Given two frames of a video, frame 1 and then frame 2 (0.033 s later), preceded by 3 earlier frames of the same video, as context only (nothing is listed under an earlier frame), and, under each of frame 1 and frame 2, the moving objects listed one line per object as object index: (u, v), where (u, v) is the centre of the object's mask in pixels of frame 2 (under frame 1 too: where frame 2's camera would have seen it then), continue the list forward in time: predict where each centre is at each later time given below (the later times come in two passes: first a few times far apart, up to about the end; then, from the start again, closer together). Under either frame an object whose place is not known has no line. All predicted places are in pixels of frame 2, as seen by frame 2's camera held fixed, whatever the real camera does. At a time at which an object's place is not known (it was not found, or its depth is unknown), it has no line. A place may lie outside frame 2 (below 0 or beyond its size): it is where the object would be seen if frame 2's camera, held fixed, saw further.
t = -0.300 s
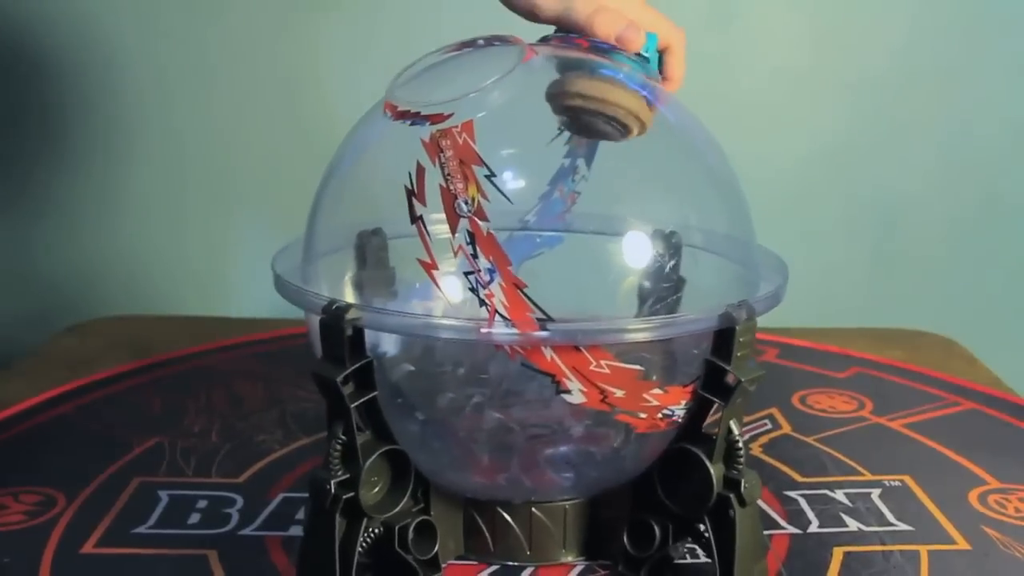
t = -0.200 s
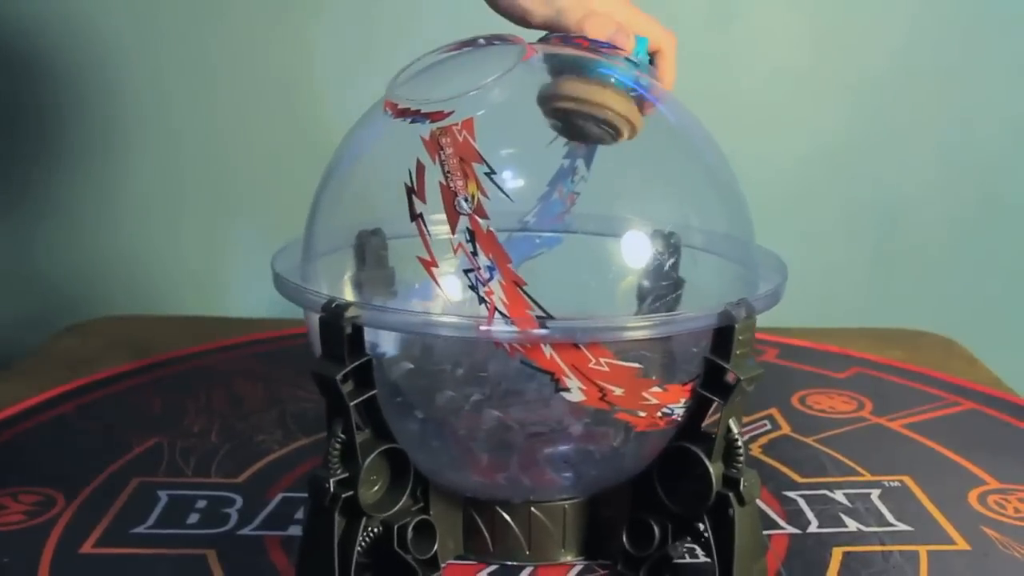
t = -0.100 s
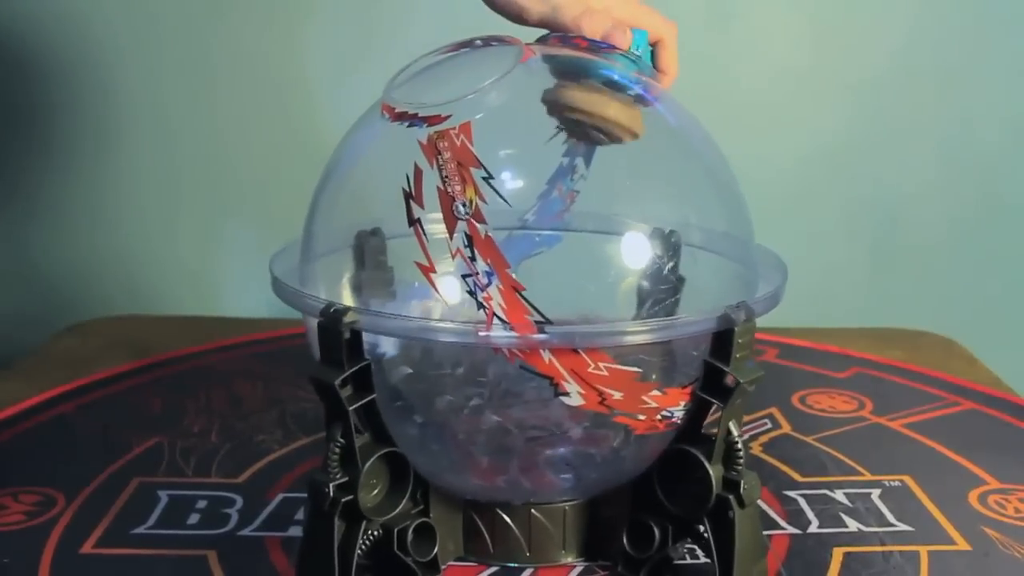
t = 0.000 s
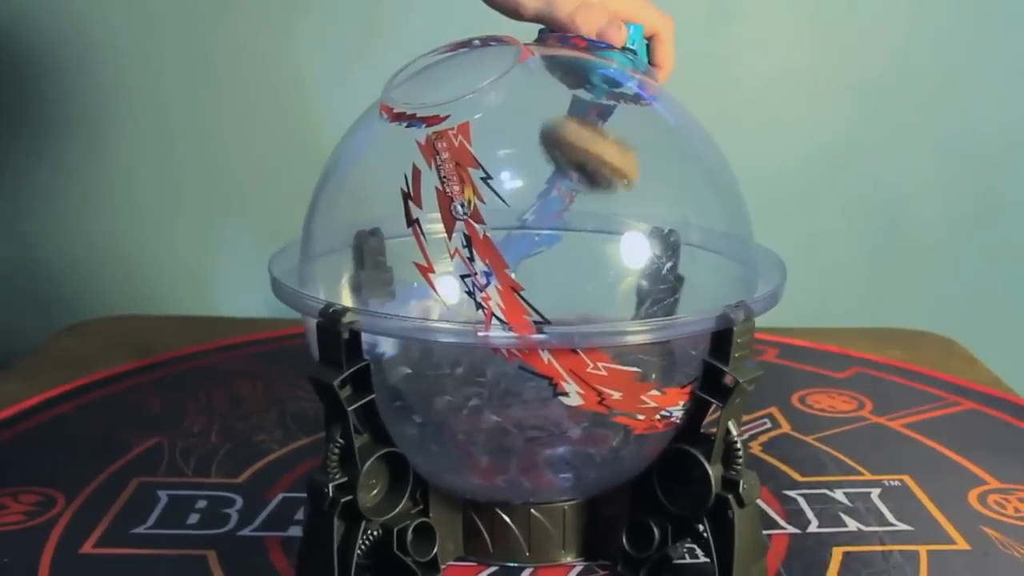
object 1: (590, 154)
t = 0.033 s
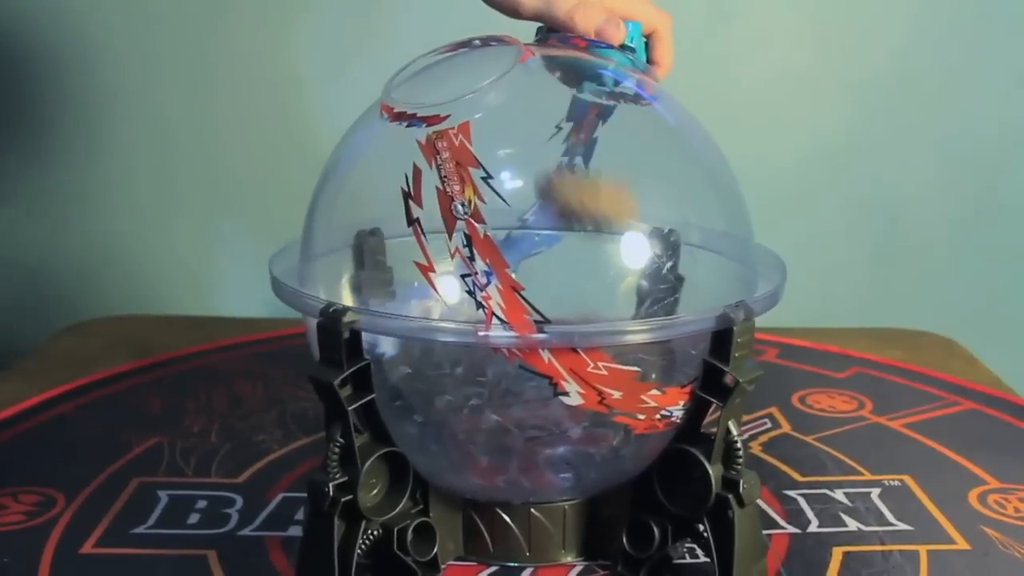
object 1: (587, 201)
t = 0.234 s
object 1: (479, 460)
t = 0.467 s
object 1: (526, 427)
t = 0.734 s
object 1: (416, 418)
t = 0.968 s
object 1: (441, 426)
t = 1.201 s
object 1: (442, 426)
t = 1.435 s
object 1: (442, 426)
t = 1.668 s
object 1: (442, 427)
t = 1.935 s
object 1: (442, 427)
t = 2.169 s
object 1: (442, 427)
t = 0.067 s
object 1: (586, 262)
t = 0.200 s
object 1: (512, 428)
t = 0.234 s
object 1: (479, 460)
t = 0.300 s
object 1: (493, 442)
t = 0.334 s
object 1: (507, 442)
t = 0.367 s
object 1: (521, 446)
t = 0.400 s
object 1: (529, 451)
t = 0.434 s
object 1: (533, 450)
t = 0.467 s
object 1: (526, 427)
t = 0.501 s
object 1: (513, 409)
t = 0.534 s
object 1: (497, 398)
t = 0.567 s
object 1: (480, 381)
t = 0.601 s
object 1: (465, 379)
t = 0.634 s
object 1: (450, 388)
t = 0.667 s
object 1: (437, 398)
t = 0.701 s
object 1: (416, 413)
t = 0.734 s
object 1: (416, 418)
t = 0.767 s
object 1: (418, 418)
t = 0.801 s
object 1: (424, 414)
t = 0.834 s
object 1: (427, 417)
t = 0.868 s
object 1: (432, 420)
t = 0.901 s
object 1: (436, 423)
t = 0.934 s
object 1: (438, 425)
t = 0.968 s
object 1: (441, 426)
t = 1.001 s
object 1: (441, 426)
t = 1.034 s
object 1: (441, 426)
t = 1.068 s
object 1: (442, 426)
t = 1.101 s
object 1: (442, 426)
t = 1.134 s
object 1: (442, 426)
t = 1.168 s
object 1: (442, 426)
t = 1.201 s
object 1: (442, 426)
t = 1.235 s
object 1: (442, 426)
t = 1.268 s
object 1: (442, 426)
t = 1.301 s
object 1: (442, 426)
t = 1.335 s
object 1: (442, 426)
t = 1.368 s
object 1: (442, 426)
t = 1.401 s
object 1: (442, 426)
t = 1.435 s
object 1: (442, 426)
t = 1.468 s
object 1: (442, 426)
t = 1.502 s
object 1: (442, 426)
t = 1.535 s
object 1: (442, 426)
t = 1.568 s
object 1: (442, 426)
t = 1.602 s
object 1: (442, 426)
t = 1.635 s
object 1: (442, 426)
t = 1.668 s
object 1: (442, 427)
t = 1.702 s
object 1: (442, 427)
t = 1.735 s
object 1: (442, 427)
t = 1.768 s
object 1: (442, 427)
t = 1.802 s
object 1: (442, 427)
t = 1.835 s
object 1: (442, 427)
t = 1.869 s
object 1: (442, 427)
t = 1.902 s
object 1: (442, 427)
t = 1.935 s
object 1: (442, 427)
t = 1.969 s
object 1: (442, 427)
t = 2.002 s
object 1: (442, 427)
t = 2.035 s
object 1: (442, 427)
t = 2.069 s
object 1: (442, 427)
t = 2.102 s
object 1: (442, 427)
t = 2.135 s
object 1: (442, 427)
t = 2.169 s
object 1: (442, 427)
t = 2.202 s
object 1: (442, 427)
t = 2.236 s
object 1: (442, 427)
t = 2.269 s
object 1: (442, 428)
